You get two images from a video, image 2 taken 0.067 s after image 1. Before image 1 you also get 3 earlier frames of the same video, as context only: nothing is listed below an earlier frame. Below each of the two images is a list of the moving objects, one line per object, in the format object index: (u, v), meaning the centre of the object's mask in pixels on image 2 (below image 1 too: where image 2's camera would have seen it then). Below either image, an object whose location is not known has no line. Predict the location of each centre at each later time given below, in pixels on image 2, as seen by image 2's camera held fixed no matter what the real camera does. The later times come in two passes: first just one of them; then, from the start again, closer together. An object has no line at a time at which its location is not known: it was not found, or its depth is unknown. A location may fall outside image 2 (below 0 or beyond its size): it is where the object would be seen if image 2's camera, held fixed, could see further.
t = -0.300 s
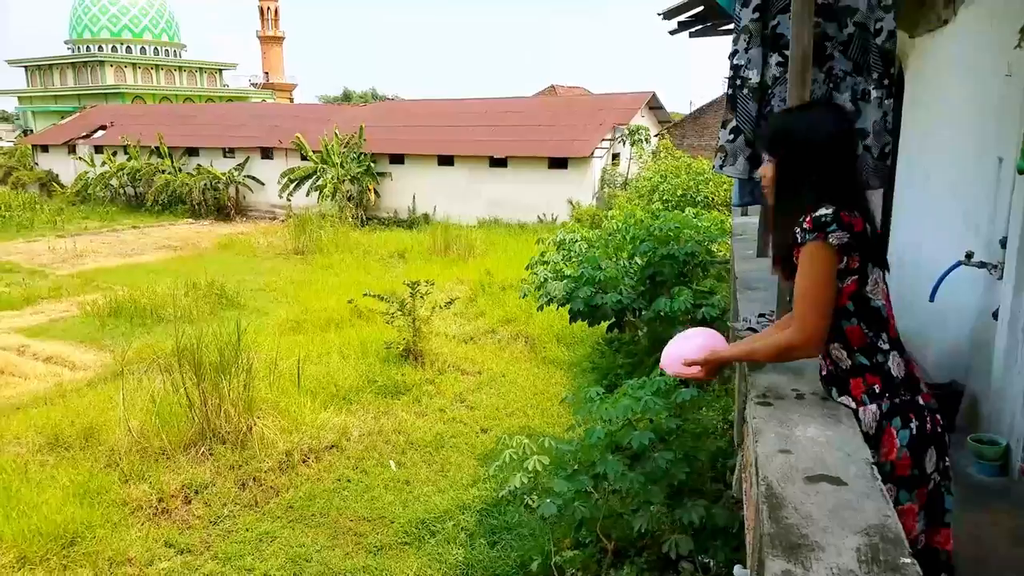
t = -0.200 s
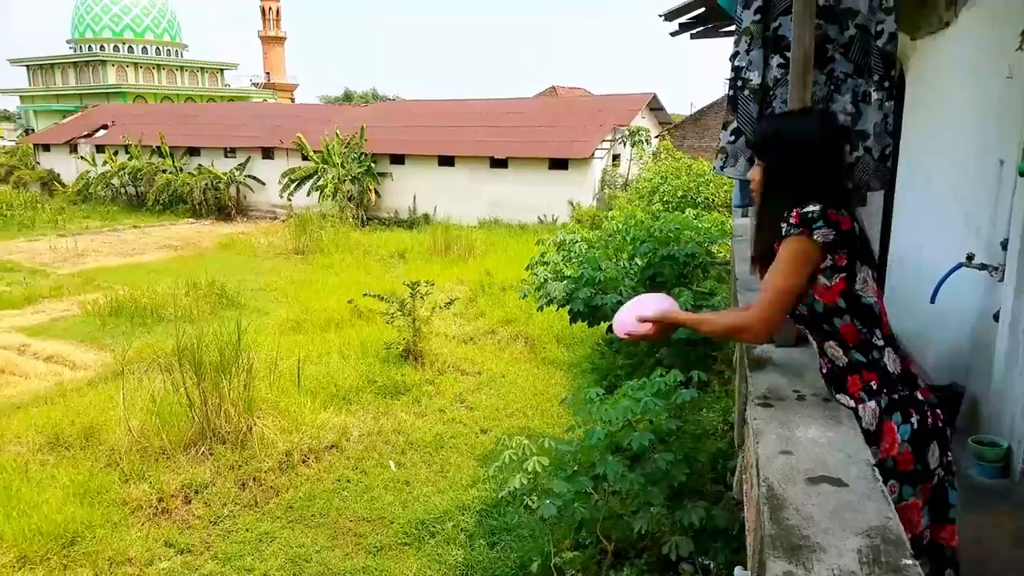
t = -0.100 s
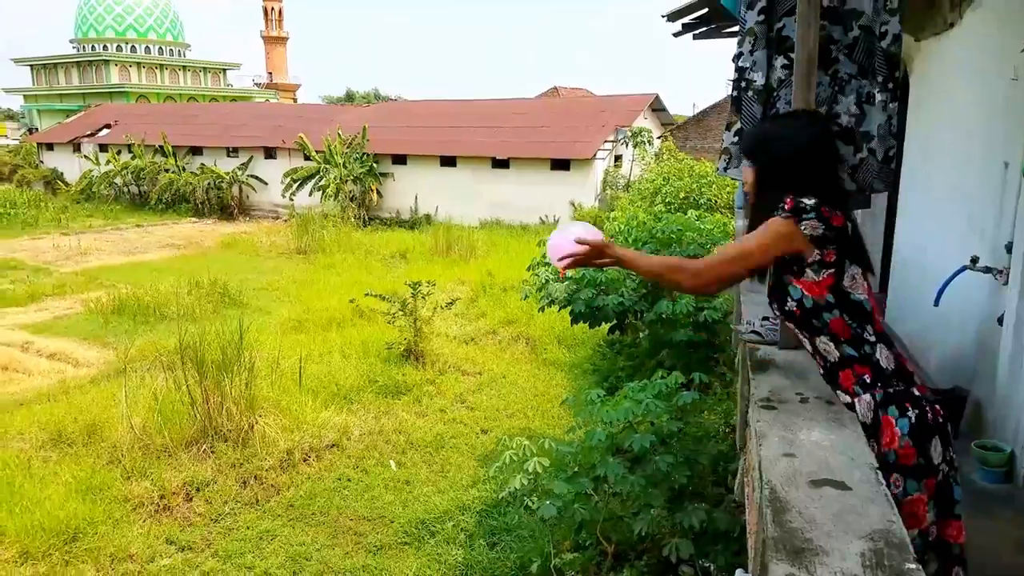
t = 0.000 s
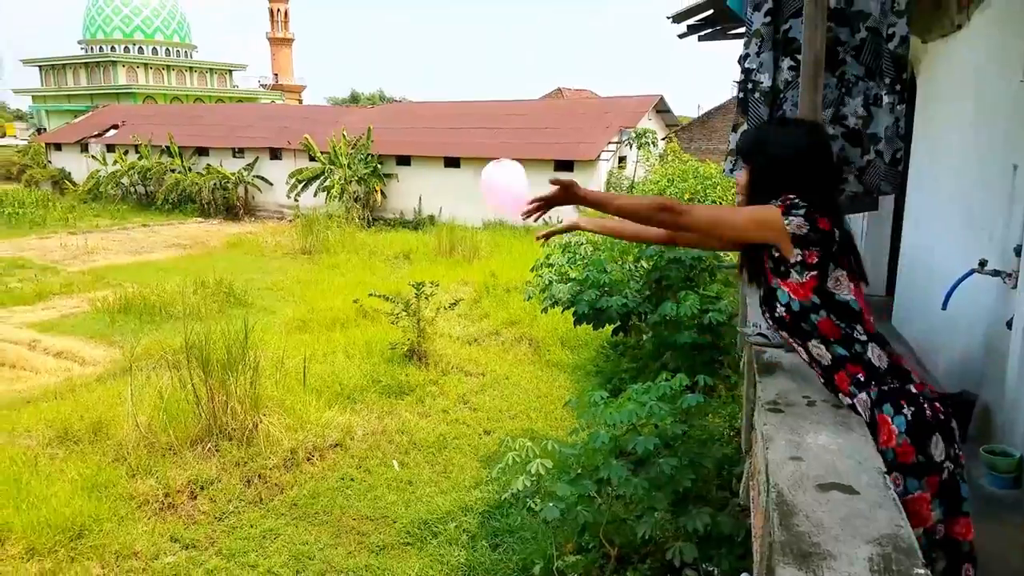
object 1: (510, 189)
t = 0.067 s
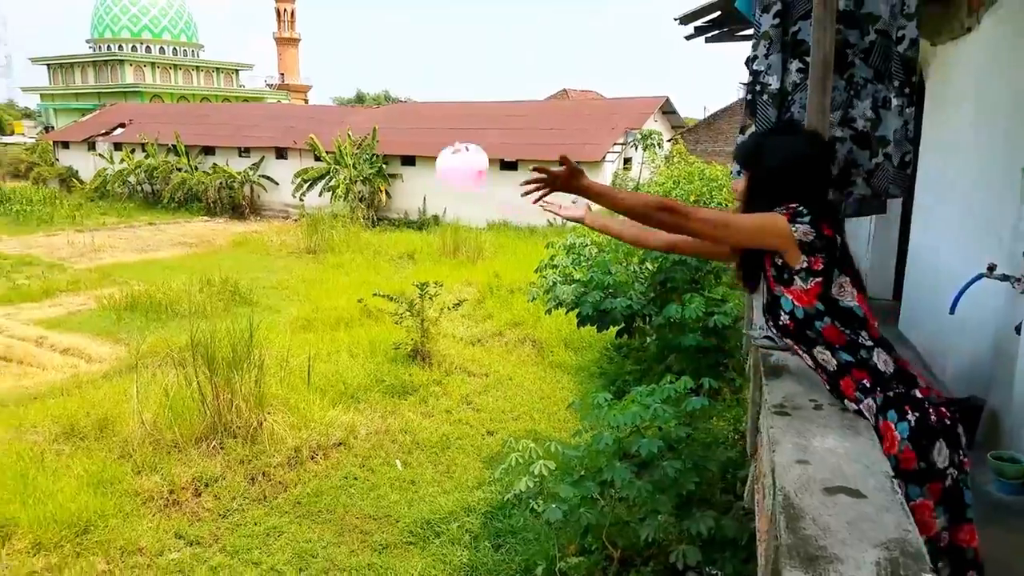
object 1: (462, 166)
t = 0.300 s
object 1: (319, 207)
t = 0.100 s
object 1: (440, 160)
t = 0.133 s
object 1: (416, 159)
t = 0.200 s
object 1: (375, 169)
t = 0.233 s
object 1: (355, 178)
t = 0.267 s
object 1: (338, 191)
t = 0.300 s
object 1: (319, 207)
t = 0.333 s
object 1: (302, 226)
